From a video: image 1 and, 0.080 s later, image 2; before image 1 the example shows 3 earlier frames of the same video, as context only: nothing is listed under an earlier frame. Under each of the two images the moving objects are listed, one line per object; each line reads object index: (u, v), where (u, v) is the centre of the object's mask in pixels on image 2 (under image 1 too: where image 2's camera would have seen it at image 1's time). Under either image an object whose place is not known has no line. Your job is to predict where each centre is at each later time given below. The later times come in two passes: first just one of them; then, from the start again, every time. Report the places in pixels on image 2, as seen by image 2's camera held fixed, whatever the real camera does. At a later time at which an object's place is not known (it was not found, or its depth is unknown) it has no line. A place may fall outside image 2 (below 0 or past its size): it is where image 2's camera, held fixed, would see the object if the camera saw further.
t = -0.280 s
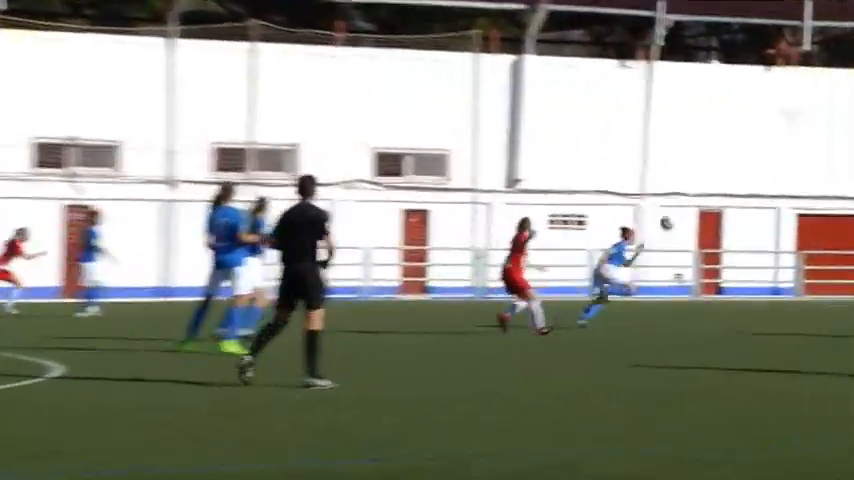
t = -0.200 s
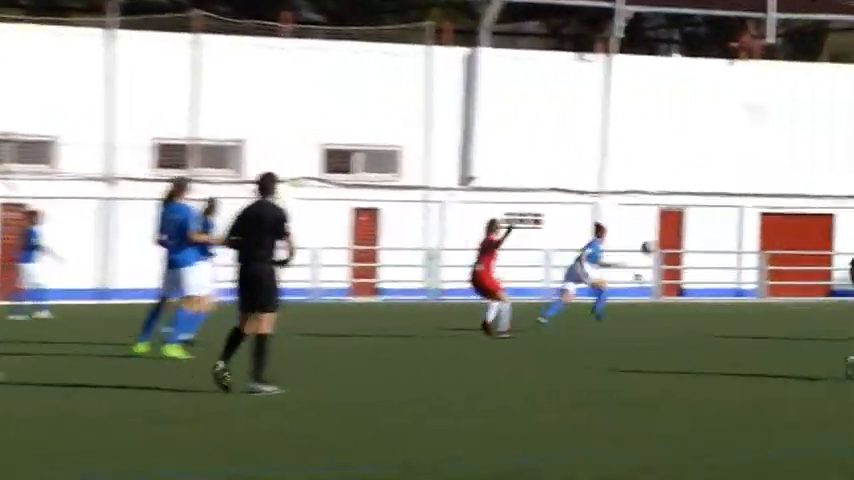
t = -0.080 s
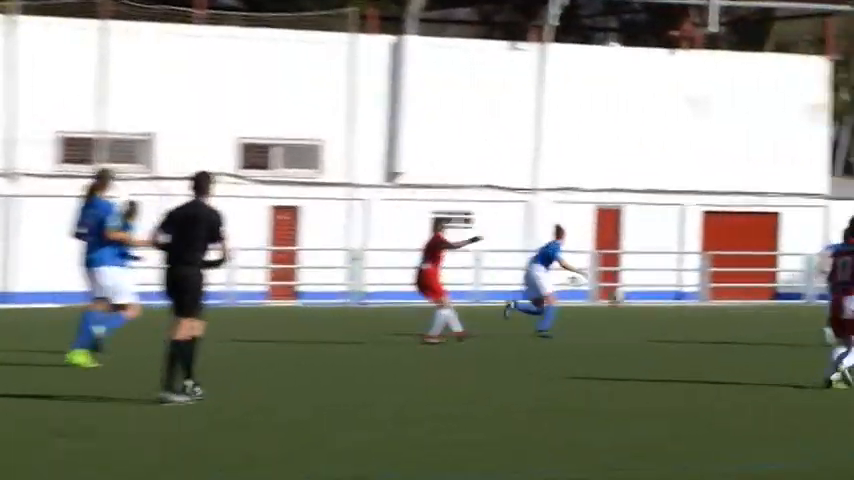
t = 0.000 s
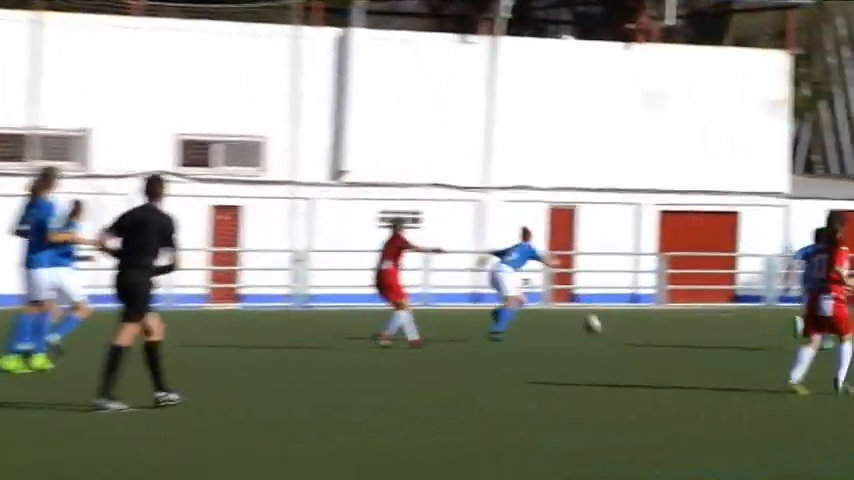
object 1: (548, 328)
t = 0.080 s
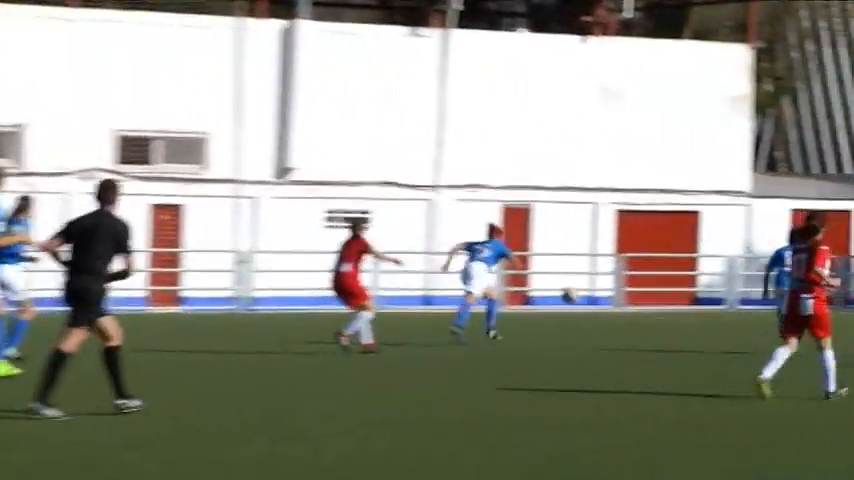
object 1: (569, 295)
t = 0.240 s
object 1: (614, 248)
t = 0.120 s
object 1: (580, 282)
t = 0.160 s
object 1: (590, 270)
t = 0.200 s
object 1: (601, 258)
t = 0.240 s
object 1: (614, 248)
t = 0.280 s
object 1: (625, 239)
